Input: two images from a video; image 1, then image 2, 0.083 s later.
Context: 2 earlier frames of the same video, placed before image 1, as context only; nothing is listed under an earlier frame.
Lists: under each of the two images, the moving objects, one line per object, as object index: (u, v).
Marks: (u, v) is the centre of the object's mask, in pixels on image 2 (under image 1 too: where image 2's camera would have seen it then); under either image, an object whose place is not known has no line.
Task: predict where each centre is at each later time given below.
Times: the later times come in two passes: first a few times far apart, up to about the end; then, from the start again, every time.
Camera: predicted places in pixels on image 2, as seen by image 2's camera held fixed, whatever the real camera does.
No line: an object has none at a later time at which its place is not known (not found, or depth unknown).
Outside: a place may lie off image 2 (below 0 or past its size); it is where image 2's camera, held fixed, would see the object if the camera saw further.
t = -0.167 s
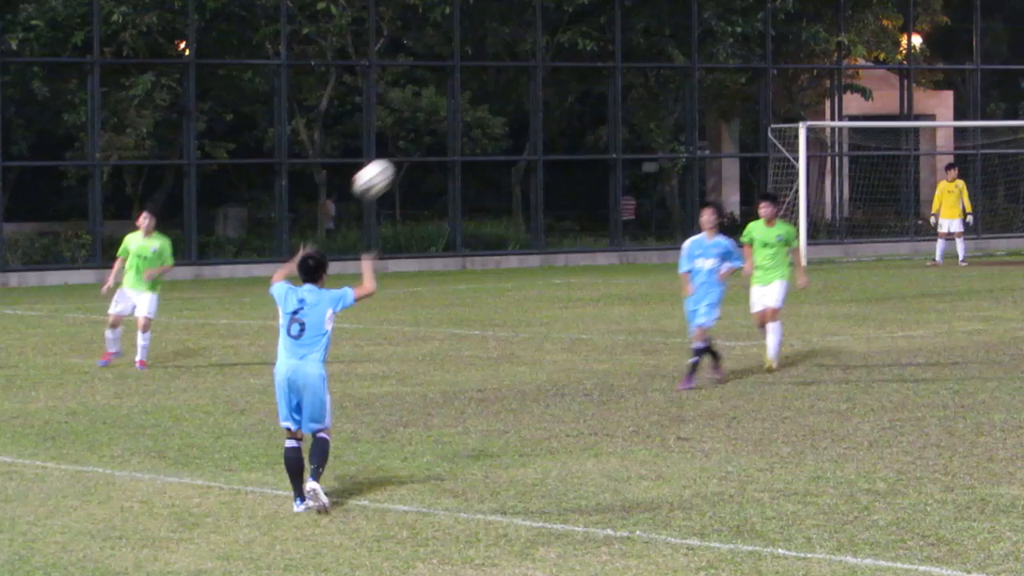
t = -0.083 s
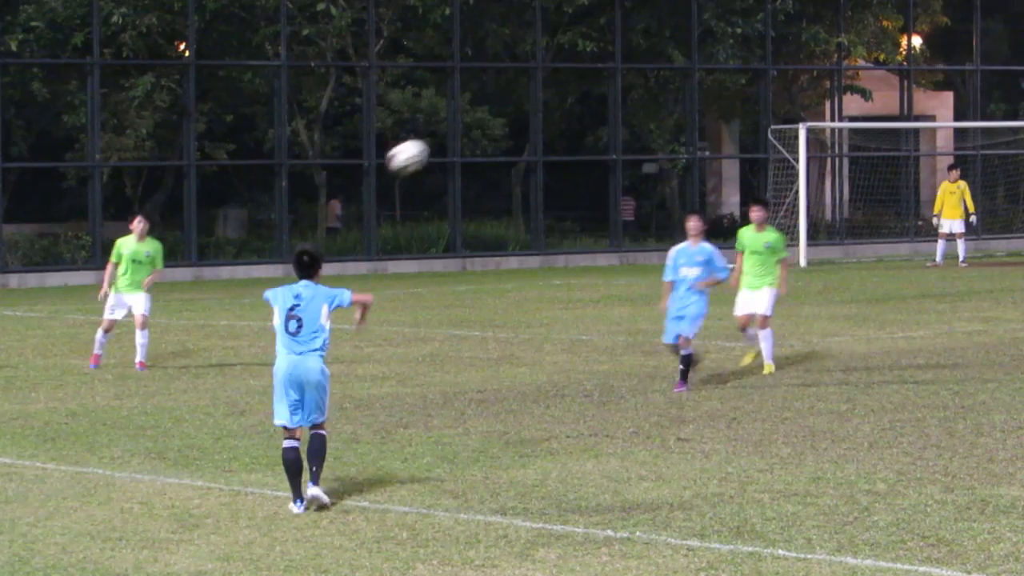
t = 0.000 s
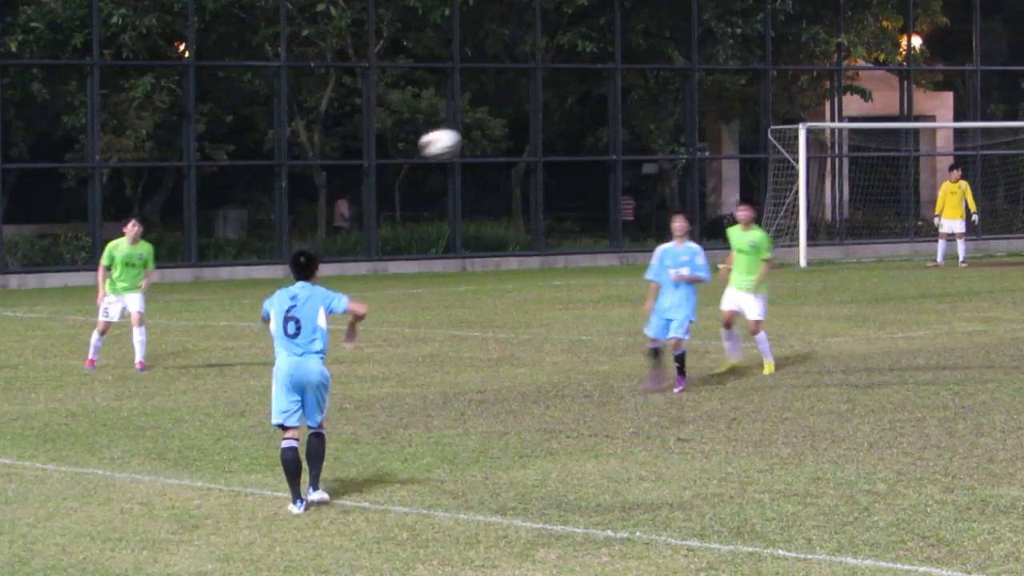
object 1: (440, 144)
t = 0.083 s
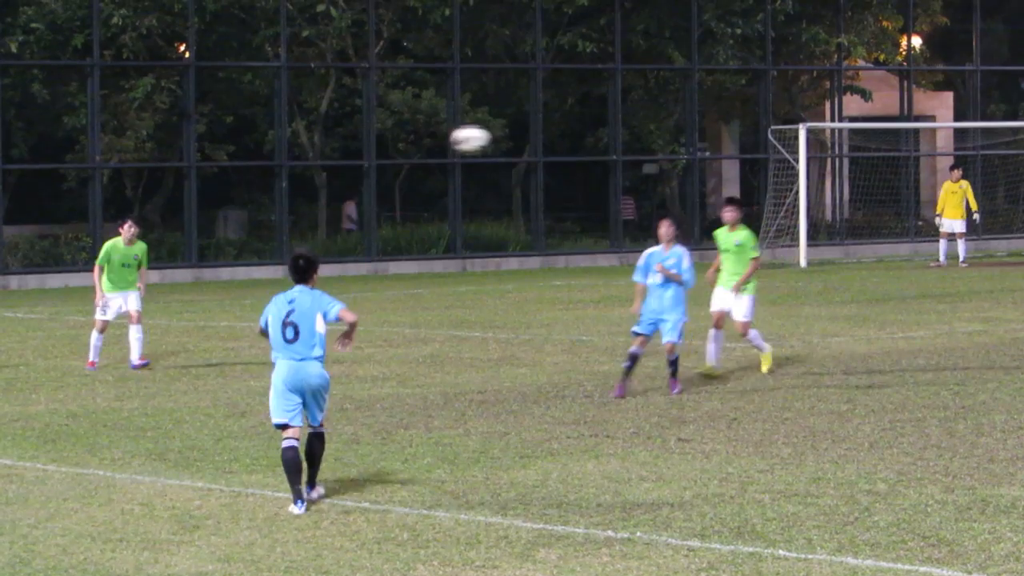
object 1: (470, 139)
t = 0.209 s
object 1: (513, 150)
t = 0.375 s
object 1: (565, 194)
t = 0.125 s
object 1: (485, 140)
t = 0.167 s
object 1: (499, 143)
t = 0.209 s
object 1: (513, 150)
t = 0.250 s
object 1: (526, 158)
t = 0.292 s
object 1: (540, 168)
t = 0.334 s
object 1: (552, 180)
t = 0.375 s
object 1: (565, 194)
